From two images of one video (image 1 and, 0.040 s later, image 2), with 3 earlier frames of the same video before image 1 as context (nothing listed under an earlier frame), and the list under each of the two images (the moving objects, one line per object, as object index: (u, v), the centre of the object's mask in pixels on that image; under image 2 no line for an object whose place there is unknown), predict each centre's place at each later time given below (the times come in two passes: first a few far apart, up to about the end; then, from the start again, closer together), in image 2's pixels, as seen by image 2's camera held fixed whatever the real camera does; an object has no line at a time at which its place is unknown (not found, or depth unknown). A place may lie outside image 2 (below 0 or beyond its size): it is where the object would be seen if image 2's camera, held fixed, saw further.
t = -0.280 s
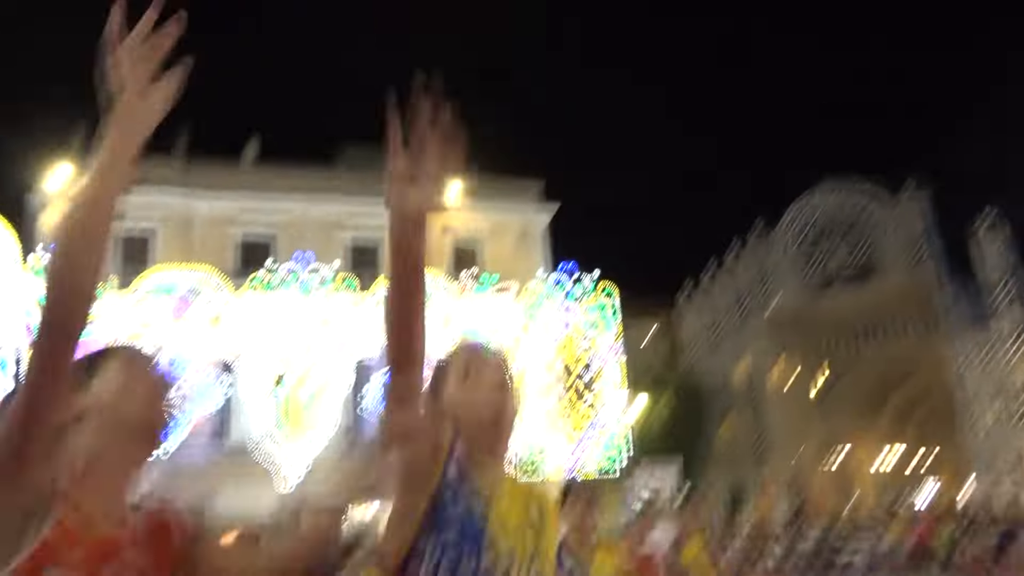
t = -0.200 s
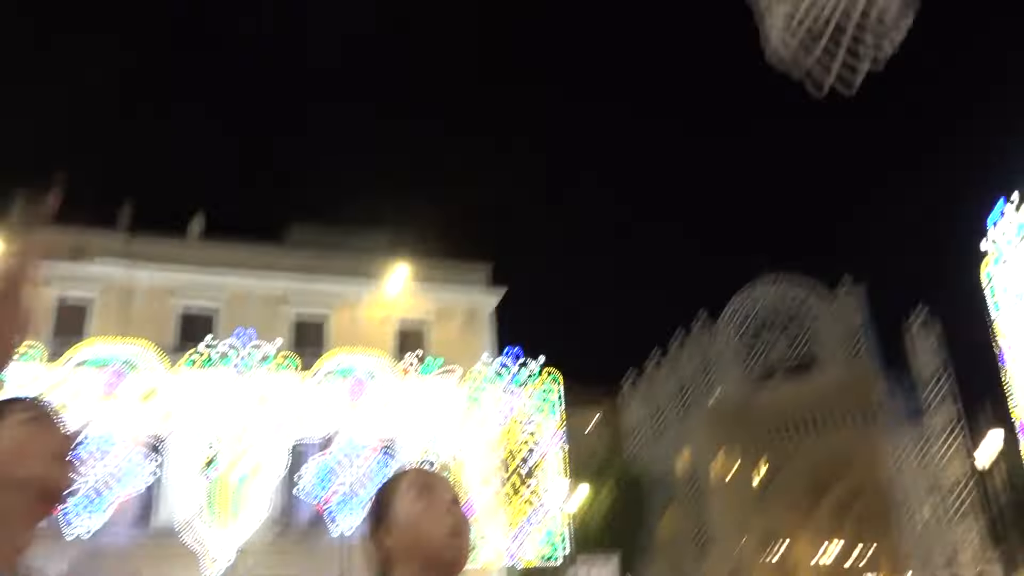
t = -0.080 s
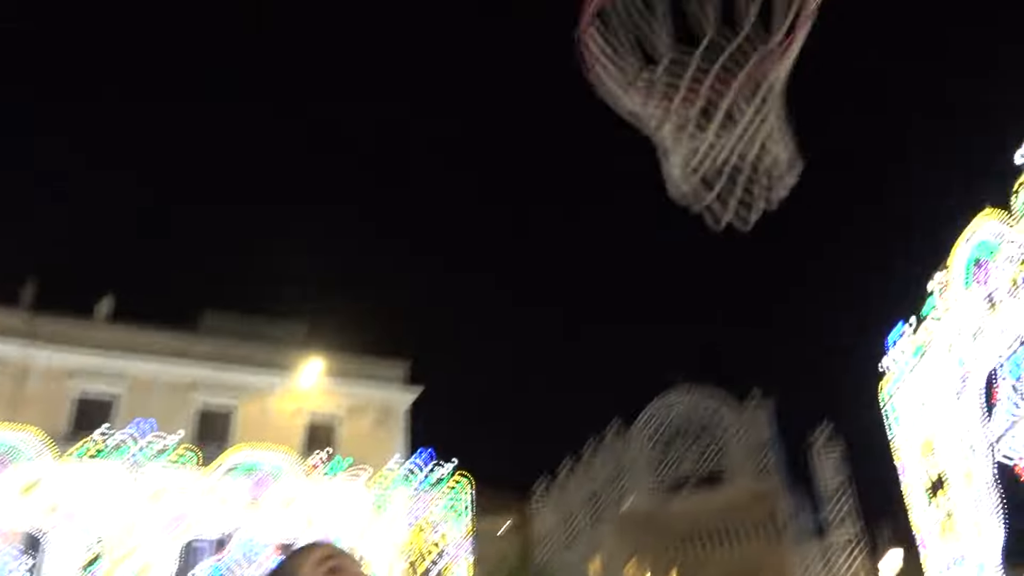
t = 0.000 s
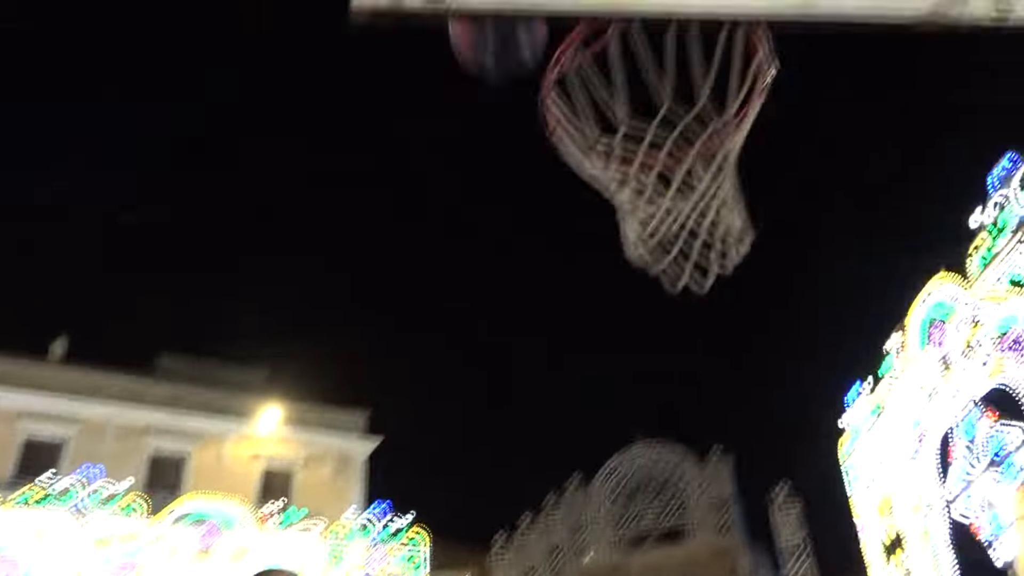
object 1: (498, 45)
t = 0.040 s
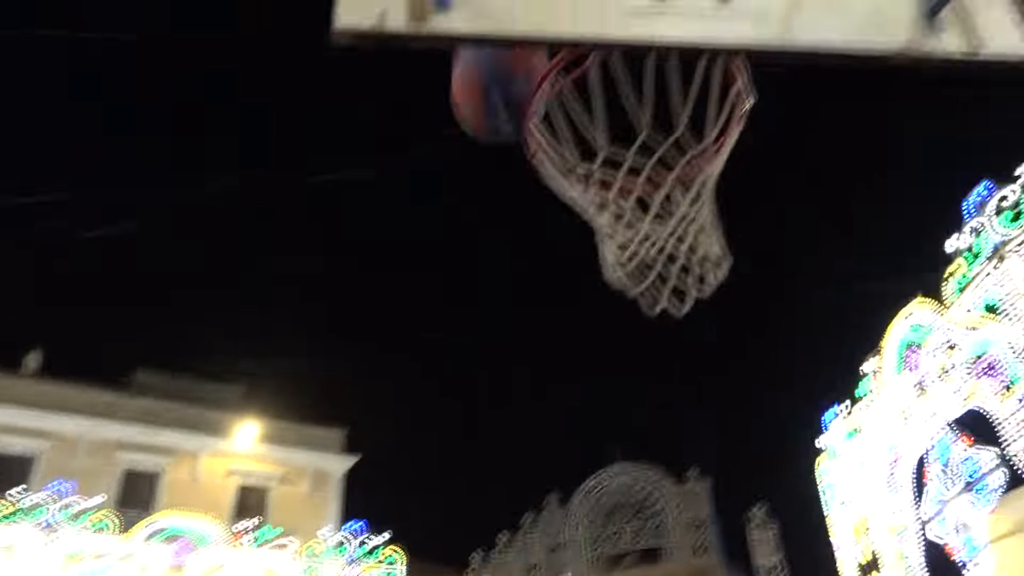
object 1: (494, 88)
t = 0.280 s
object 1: (395, 154)
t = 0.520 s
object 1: (286, 368)
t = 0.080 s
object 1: (484, 94)
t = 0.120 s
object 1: (466, 97)
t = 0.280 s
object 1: (395, 154)
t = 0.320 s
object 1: (377, 176)
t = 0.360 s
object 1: (360, 204)
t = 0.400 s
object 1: (342, 239)
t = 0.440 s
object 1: (325, 278)
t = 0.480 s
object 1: (306, 319)
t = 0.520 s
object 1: (286, 368)
